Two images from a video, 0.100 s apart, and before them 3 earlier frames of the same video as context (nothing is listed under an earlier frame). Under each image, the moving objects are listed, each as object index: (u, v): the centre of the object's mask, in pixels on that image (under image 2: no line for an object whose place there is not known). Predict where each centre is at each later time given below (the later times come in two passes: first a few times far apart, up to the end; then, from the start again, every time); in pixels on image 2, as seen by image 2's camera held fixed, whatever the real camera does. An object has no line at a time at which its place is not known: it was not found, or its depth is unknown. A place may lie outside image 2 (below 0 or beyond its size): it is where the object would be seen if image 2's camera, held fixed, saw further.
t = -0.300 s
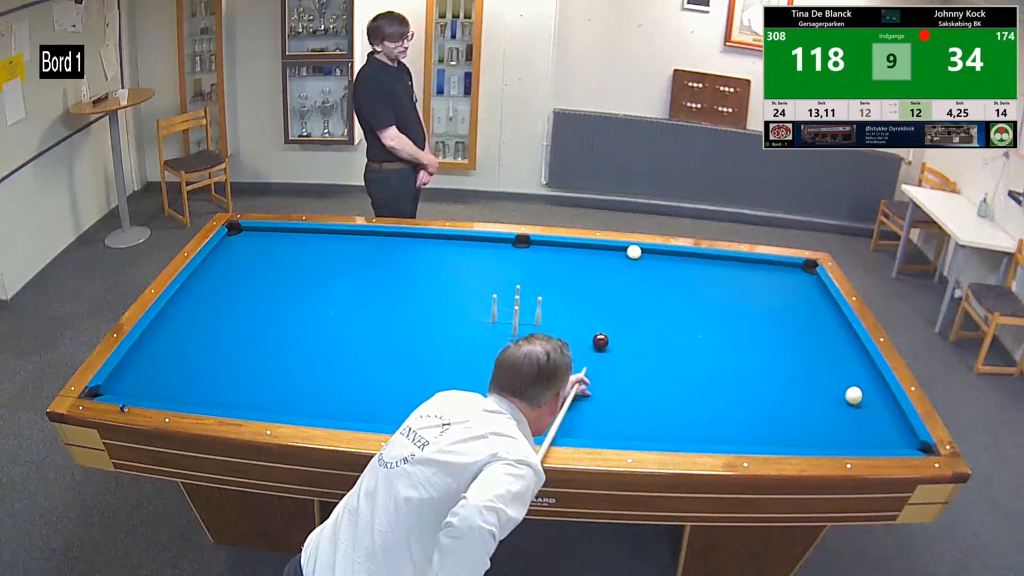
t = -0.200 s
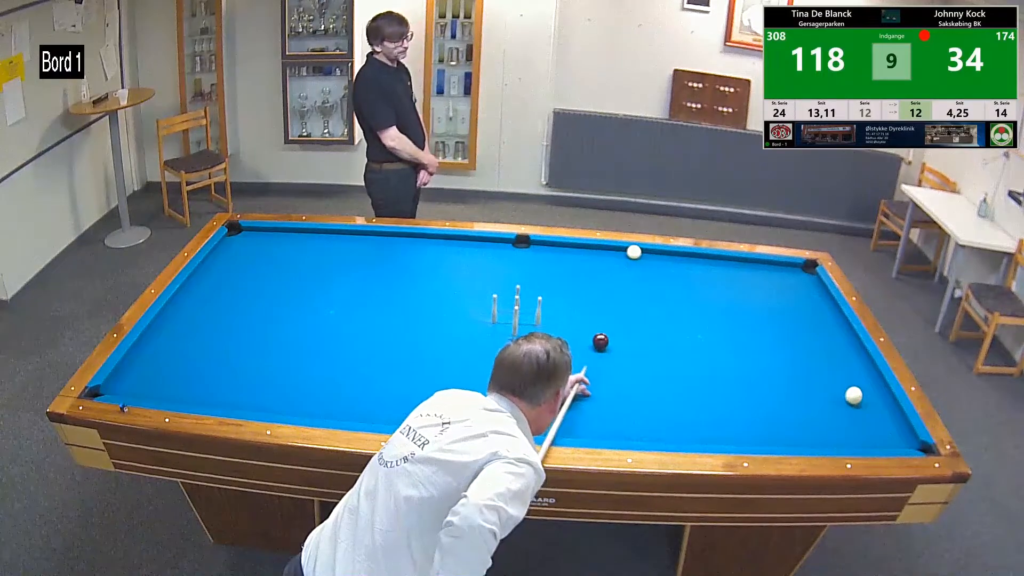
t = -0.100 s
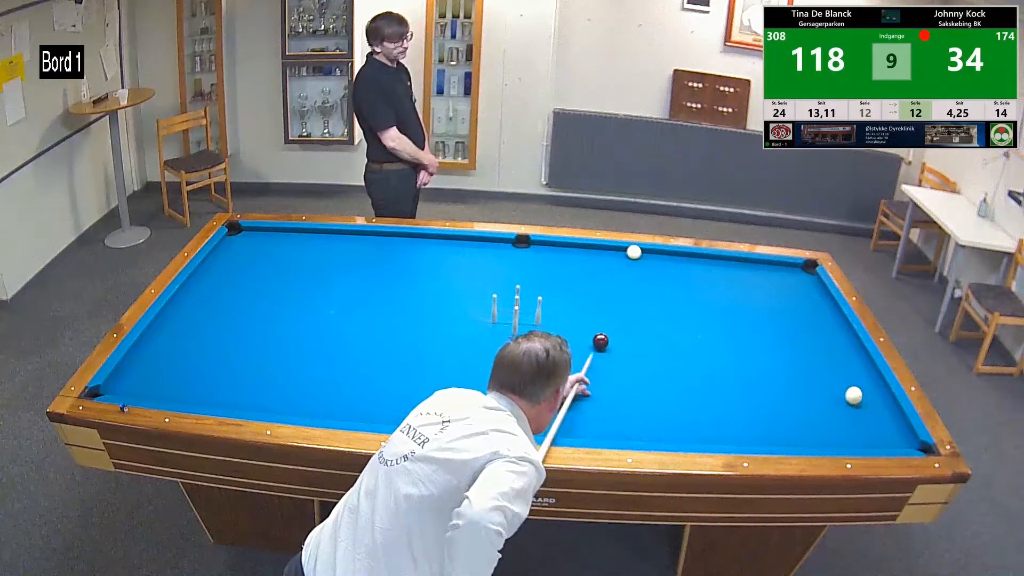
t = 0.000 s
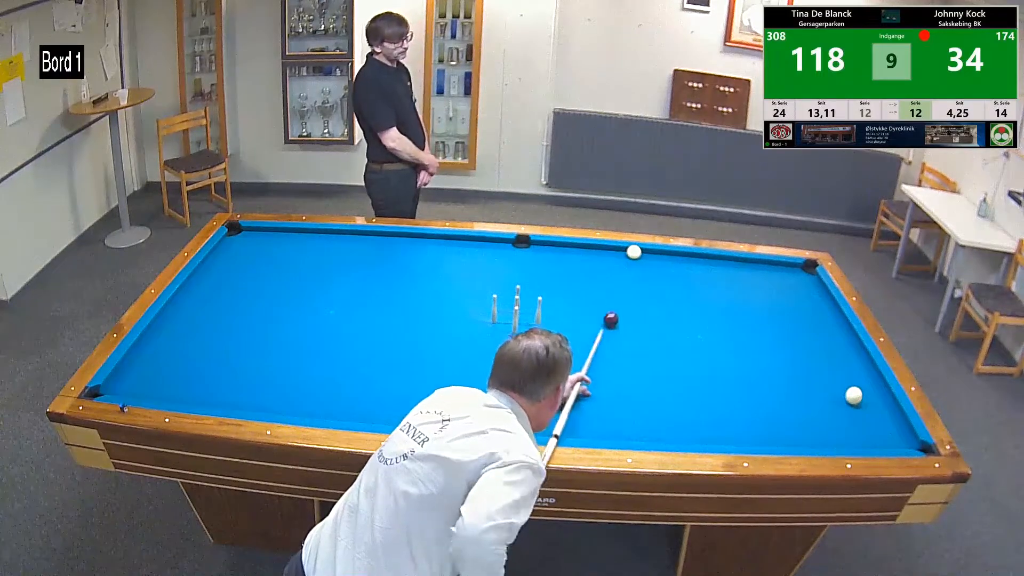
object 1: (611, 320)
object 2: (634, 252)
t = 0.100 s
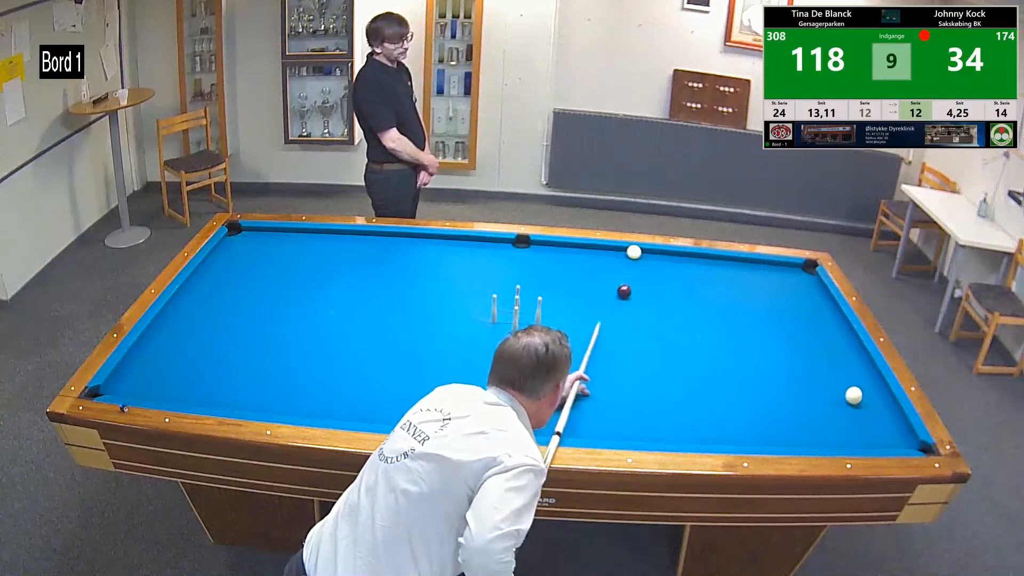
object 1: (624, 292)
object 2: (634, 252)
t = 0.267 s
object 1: (643, 258)
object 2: (631, 250)
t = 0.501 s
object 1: (689, 260)
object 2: (630, 277)
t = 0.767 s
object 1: (731, 271)
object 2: (628, 307)
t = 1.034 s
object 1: (773, 282)
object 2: (624, 341)
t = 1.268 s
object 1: (808, 291)
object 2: (621, 376)
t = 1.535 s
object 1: (817, 298)
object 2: (616, 422)
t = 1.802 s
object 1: (800, 303)
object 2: (611, 416)
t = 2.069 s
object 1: (783, 308)
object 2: (607, 390)
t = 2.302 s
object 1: (768, 312)
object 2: (603, 369)
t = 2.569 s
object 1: (750, 318)
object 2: (599, 347)
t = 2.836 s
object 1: (731, 322)
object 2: (596, 328)
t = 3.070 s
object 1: (715, 327)
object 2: (593, 313)
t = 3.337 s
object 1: (696, 333)
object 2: (590, 297)
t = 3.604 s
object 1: (677, 338)
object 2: (588, 283)
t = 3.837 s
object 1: (661, 342)
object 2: (585, 272)
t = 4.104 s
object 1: (642, 347)
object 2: (583, 260)
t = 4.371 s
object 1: (623, 353)
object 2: (581, 249)
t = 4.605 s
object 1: (607, 357)
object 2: (581, 250)
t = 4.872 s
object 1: (588, 362)
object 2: (581, 256)
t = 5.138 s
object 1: (570, 367)
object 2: (582, 262)
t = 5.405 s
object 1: (552, 372)
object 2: (583, 268)
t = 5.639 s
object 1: (537, 376)
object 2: (583, 273)
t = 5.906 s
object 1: (520, 380)
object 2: (584, 278)
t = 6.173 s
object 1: (504, 385)
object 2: (584, 283)
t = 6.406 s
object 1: (490, 389)
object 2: (585, 287)
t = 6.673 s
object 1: (475, 393)
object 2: (585, 292)
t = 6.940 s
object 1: (461, 397)
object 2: (585, 296)
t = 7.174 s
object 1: (449, 400)
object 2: (585, 299)
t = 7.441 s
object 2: (585, 303)
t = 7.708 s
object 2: (586, 306)
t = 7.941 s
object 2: (586, 309)
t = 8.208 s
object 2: (586, 311)
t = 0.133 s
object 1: (627, 284)
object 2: (634, 252)
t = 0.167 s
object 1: (631, 276)
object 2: (634, 252)
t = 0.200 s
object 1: (634, 269)
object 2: (634, 252)
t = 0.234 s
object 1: (637, 262)
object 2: (633, 251)
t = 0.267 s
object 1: (643, 258)
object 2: (631, 250)
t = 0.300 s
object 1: (651, 257)
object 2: (631, 254)
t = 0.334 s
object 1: (658, 256)
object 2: (631, 258)
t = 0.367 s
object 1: (665, 255)
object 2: (631, 262)
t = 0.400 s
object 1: (672, 255)
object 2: (631, 266)
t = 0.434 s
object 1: (677, 257)
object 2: (631, 270)
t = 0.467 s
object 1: (683, 259)
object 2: (631, 273)
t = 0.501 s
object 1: (689, 260)
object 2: (630, 277)
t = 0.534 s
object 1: (694, 262)
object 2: (630, 280)
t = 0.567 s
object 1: (699, 263)
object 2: (630, 284)
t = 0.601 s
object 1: (705, 264)
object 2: (629, 287)
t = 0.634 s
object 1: (710, 266)
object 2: (629, 291)
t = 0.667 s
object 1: (715, 267)
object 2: (629, 295)
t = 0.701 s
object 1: (721, 269)
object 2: (628, 299)
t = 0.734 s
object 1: (726, 270)
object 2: (628, 303)
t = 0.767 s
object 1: (731, 271)
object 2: (628, 307)
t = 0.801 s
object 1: (737, 272)
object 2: (627, 311)
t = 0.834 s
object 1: (742, 274)
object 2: (627, 315)
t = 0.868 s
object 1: (747, 275)
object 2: (627, 319)
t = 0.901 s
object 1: (752, 276)
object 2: (626, 323)
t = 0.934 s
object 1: (757, 278)
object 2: (626, 328)
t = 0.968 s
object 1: (762, 279)
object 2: (625, 332)
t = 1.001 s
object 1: (768, 280)
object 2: (625, 337)
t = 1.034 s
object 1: (773, 282)
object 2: (624, 341)
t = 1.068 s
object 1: (778, 283)
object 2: (624, 346)
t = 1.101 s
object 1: (783, 284)
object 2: (623, 350)
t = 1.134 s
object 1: (788, 285)
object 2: (623, 355)
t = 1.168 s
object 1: (793, 287)
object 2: (623, 361)
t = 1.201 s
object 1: (798, 288)
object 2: (622, 365)
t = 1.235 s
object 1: (803, 289)
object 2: (621, 371)
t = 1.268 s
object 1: (808, 291)
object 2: (621, 376)
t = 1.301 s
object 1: (813, 292)
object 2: (620, 381)
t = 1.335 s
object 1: (818, 293)
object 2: (620, 387)
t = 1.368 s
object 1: (823, 295)
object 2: (619, 392)
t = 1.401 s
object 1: (827, 297)
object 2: (619, 398)
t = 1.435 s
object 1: (824, 296)
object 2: (618, 404)
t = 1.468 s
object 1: (821, 297)
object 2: (618, 409)
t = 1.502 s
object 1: (819, 297)
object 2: (617, 416)
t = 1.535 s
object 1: (817, 298)
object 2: (616, 422)
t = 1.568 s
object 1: (815, 298)
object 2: (616, 427)
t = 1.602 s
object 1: (813, 299)
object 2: (615, 432)
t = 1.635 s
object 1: (811, 300)
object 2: (614, 434)
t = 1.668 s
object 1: (809, 301)
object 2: (613, 431)
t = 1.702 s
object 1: (807, 301)
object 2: (613, 428)
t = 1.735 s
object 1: (804, 302)
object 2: (612, 424)
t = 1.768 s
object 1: (802, 302)
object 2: (612, 420)
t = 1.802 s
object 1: (800, 303)
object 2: (611, 416)
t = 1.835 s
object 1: (798, 303)
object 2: (611, 413)
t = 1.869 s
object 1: (796, 304)
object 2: (610, 409)
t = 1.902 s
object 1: (794, 305)
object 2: (609, 406)
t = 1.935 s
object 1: (792, 305)
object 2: (609, 402)
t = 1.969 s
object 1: (790, 306)
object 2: (608, 399)
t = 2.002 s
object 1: (787, 307)
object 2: (608, 396)
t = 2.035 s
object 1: (785, 307)
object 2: (607, 393)
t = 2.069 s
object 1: (783, 308)
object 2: (607, 390)
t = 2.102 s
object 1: (781, 308)
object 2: (606, 386)
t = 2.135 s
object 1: (778, 309)
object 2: (605, 383)
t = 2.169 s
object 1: (777, 310)
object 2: (605, 380)
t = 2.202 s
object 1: (774, 310)
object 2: (604, 378)
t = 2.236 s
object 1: (772, 311)
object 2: (604, 374)
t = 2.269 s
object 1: (770, 312)
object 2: (603, 372)
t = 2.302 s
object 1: (768, 312)
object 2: (603, 369)
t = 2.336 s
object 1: (765, 313)
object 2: (603, 366)
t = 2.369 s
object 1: (763, 314)
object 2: (602, 363)
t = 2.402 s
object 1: (761, 314)
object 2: (601, 360)
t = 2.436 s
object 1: (758, 315)
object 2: (601, 358)
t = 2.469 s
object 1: (756, 316)
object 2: (600, 355)
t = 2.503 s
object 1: (754, 316)
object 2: (600, 352)
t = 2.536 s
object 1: (752, 317)
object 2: (600, 350)
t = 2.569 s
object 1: (750, 318)
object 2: (599, 347)
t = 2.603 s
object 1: (747, 318)
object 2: (599, 345)
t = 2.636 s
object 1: (745, 319)
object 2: (598, 342)
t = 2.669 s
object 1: (743, 319)
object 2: (598, 340)
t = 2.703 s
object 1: (740, 320)
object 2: (598, 338)
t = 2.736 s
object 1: (738, 321)
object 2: (597, 335)
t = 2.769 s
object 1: (736, 321)
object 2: (597, 333)
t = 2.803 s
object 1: (733, 322)
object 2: (596, 330)
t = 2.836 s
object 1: (731, 322)
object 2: (596, 328)
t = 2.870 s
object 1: (729, 323)
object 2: (595, 326)
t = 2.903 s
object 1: (726, 324)
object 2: (595, 324)
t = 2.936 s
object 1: (724, 325)
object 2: (595, 321)
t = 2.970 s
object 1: (722, 325)
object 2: (594, 320)
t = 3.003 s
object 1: (719, 326)
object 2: (594, 317)
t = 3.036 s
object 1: (717, 327)
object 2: (593, 315)
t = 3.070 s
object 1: (715, 327)
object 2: (593, 313)
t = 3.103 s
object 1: (712, 328)
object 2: (593, 311)
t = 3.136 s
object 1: (710, 329)
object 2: (592, 309)
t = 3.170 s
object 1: (708, 329)
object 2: (592, 307)
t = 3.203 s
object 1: (705, 330)
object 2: (592, 305)
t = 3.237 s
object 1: (703, 330)
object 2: (591, 303)
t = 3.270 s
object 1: (701, 331)
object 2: (591, 301)
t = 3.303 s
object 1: (698, 332)
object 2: (591, 299)
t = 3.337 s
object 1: (696, 333)
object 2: (590, 297)
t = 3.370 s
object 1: (693, 333)
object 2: (590, 296)
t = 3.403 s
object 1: (691, 334)
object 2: (589, 294)
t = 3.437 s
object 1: (689, 335)
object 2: (589, 292)
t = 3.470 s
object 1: (686, 335)
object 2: (589, 290)
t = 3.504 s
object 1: (684, 336)
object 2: (588, 289)
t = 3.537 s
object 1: (682, 336)
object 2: (588, 287)
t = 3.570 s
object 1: (679, 337)
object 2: (588, 285)
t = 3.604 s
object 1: (677, 338)
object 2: (588, 283)
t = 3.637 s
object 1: (675, 338)
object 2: (587, 282)
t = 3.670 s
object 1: (672, 339)
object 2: (587, 280)
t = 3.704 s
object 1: (670, 340)
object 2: (586, 278)
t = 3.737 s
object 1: (668, 340)
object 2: (586, 277)
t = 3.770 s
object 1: (665, 341)
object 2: (586, 275)
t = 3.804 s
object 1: (663, 342)
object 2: (586, 273)
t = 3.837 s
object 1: (661, 342)
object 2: (585, 272)
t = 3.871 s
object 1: (658, 343)
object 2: (585, 270)
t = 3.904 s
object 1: (656, 343)
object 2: (585, 269)
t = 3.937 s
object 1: (653, 344)
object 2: (584, 267)
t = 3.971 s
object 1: (651, 345)
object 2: (584, 266)
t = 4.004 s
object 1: (649, 345)
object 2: (584, 264)
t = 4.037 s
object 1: (646, 346)
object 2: (584, 263)
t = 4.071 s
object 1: (644, 347)
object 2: (583, 262)
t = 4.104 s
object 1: (642, 347)
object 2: (583, 260)
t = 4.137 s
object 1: (639, 348)
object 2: (583, 259)
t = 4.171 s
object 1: (637, 349)
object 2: (583, 257)
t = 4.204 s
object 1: (635, 349)
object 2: (583, 256)
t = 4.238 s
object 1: (632, 350)
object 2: (582, 255)
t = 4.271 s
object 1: (630, 351)
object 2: (582, 253)
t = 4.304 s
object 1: (628, 352)
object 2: (582, 252)
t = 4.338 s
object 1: (625, 352)
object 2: (581, 251)
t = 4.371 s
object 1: (623, 353)
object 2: (581, 249)
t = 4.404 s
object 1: (620, 353)
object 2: (581, 248)
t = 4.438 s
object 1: (618, 354)
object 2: (581, 247)
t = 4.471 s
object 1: (616, 355)
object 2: (581, 247)
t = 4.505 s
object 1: (613, 355)
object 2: (581, 248)
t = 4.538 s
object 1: (611, 356)
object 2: (581, 248)
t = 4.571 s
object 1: (609, 356)
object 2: (581, 249)
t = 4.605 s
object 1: (607, 357)
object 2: (581, 250)
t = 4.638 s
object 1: (604, 357)
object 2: (581, 251)
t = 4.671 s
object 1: (602, 358)
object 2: (581, 252)
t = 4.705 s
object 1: (600, 359)
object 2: (581, 252)
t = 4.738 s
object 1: (597, 359)
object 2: (581, 253)
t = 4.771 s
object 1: (595, 360)
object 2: (581, 254)
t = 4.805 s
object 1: (593, 361)
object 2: (581, 254)
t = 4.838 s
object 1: (590, 361)
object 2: (581, 255)
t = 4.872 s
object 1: (588, 362)
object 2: (581, 256)
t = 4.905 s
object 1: (586, 363)
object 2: (581, 257)
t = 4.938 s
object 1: (583, 363)
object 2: (581, 257)
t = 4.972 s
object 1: (581, 364)
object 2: (581, 258)
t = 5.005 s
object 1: (579, 364)
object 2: (582, 259)
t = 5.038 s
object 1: (577, 365)
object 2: (582, 260)
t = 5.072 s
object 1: (574, 365)
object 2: (582, 260)
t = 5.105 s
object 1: (572, 366)
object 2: (582, 261)
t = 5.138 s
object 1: (570, 367)
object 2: (582, 262)
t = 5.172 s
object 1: (568, 367)
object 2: (582, 263)
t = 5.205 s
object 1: (565, 368)
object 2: (582, 263)
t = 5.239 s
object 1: (563, 369)
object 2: (582, 264)
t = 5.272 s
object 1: (561, 369)
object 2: (582, 265)
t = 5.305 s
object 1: (558, 370)
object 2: (582, 265)
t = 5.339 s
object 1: (556, 370)
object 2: (582, 266)
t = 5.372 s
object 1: (554, 371)
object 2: (582, 267)
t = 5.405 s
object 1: (552, 372)
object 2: (583, 268)
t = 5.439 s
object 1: (550, 372)
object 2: (583, 268)
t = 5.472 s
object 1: (548, 373)
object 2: (583, 269)
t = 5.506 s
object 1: (545, 374)
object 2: (583, 270)
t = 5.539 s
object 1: (543, 374)
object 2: (583, 270)
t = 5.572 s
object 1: (541, 375)
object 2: (583, 271)
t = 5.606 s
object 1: (539, 375)
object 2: (583, 272)
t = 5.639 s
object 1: (537, 376)
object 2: (583, 273)
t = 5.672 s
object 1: (534, 376)
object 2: (583, 273)
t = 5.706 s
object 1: (533, 377)
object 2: (583, 274)
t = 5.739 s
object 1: (530, 378)
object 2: (583, 274)
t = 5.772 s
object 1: (528, 378)
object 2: (584, 275)
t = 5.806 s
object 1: (526, 379)
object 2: (584, 276)
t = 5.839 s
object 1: (524, 379)
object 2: (584, 276)
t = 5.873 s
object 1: (522, 380)
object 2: (584, 277)
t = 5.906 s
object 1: (520, 380)
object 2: (584, 278)
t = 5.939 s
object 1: (518, 381)
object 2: (584, 279)
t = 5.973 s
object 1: (516, 382)
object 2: (584, 279)
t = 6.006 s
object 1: (514, 382)
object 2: (584, 280)
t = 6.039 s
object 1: (512, 383)
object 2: (584, 281)
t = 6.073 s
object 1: (510, 384)
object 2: (584, 281)
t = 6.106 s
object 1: (508, 384)
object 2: (584, 282)
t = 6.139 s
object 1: (506, 384)
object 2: (585, 282)
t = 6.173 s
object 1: (504, 385)
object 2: (584, 283)
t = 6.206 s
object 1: (502, 386)
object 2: (585, 284)
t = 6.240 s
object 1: (500, 386)
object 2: (585, 284)
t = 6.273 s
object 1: (498, 387)
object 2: (585, 285)
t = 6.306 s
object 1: (496, 387)
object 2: (585, 285)
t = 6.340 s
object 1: (494, 388)
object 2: (585, 286)
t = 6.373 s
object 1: (492, 388)
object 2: (585, 287)
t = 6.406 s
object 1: (490, 389)
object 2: (585, 287)
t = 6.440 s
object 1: (488, 389)
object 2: (585, 288)
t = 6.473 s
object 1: (486, 390)
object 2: (585, 288)
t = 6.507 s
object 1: (484, 390)
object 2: (585, 289)
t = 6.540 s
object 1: (483, 391)
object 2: (585, 290)
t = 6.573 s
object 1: (481, 391)
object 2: (585, 290)
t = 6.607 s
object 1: (479, 392)
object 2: (585, 291)
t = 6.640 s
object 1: (477, 392)
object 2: (585, 291)
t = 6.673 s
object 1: (475, 393)
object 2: (585, 292)
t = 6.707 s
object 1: (474, 393)
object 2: (585, 292)
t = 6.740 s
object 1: (471, 394)
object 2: (585, 293)
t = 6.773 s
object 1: (470, 395)
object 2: (585, 293)
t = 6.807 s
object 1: (468, 395)
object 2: (585, 294)
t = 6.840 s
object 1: (467, 395)
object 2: (585, 294)
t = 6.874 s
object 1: (464, 396)
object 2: (585, 295)
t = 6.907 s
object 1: (463, 396)
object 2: (585, 295)
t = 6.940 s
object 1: (461, 397)
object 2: (585, 296)
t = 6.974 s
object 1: (460, 397)
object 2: (585, 296)
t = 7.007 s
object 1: (458, 398)
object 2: (585, 297)
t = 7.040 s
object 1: (456, 398)
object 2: (585, 297)
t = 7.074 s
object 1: (454, 399)
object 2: (585, 298)
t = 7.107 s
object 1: (453, 399)
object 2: (585, 298)
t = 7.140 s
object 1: (451, 400)
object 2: (585, 299)
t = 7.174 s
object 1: (449, 400)
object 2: (585, 299)
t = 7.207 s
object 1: (448, 401)
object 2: (585, 300)
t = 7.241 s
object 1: (446, 401)
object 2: (585, 300)
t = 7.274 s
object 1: (445, 402)
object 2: (585, 301)
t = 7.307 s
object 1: (443, 402)
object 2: (585, 301)
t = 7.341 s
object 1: (442, 402)
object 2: (585, 302)
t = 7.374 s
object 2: (585, 302)
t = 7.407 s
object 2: (586, 302)
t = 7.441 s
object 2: (585, 303)
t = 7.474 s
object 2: (586, 303)
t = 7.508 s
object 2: (586, 304)
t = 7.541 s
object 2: (586, 304)
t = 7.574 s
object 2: (586, 305)
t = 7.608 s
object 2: (586, 305)
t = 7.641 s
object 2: (586, 306)
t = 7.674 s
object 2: (586, 306)
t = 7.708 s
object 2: (586, 306)
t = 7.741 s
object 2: (586, 307)
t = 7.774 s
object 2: (586, 307)
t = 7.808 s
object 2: (586, 308)
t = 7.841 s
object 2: (586, 308)
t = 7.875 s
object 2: (586, 308)
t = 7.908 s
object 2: (586, 308)
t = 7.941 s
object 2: (586, 309)
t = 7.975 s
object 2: (586, 309)
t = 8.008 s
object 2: (586, 309)
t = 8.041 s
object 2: (586, 310)
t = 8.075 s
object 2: (586, 310)
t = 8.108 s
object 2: (586, 310)
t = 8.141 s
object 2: (586, 311)
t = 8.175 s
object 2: (586, 311)
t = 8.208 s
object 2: (586, 311)
